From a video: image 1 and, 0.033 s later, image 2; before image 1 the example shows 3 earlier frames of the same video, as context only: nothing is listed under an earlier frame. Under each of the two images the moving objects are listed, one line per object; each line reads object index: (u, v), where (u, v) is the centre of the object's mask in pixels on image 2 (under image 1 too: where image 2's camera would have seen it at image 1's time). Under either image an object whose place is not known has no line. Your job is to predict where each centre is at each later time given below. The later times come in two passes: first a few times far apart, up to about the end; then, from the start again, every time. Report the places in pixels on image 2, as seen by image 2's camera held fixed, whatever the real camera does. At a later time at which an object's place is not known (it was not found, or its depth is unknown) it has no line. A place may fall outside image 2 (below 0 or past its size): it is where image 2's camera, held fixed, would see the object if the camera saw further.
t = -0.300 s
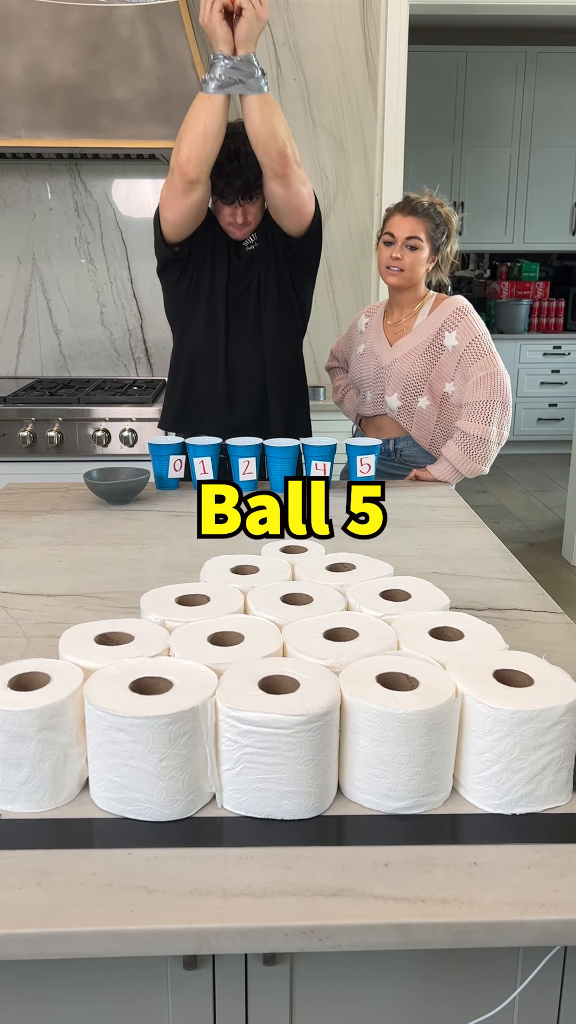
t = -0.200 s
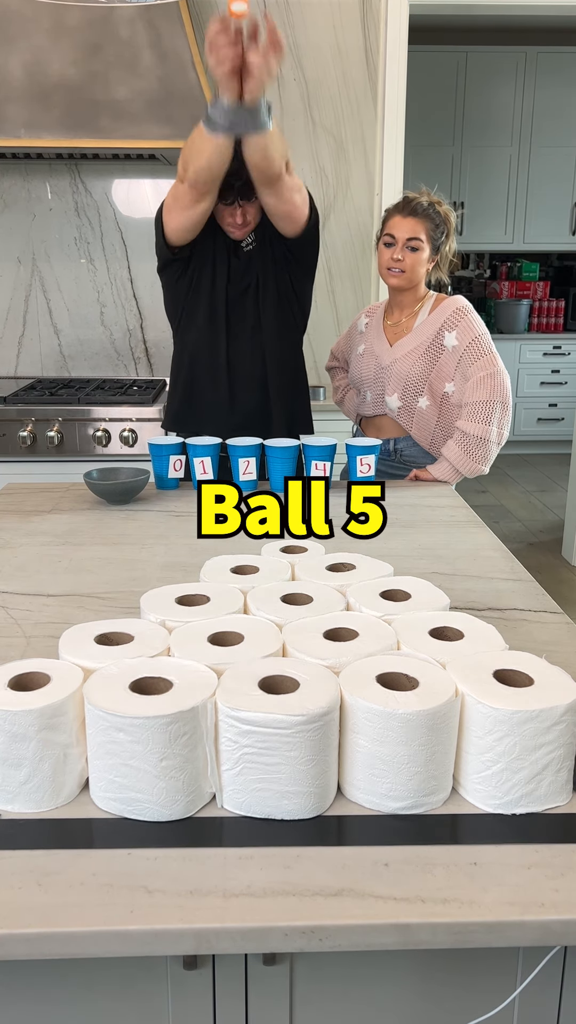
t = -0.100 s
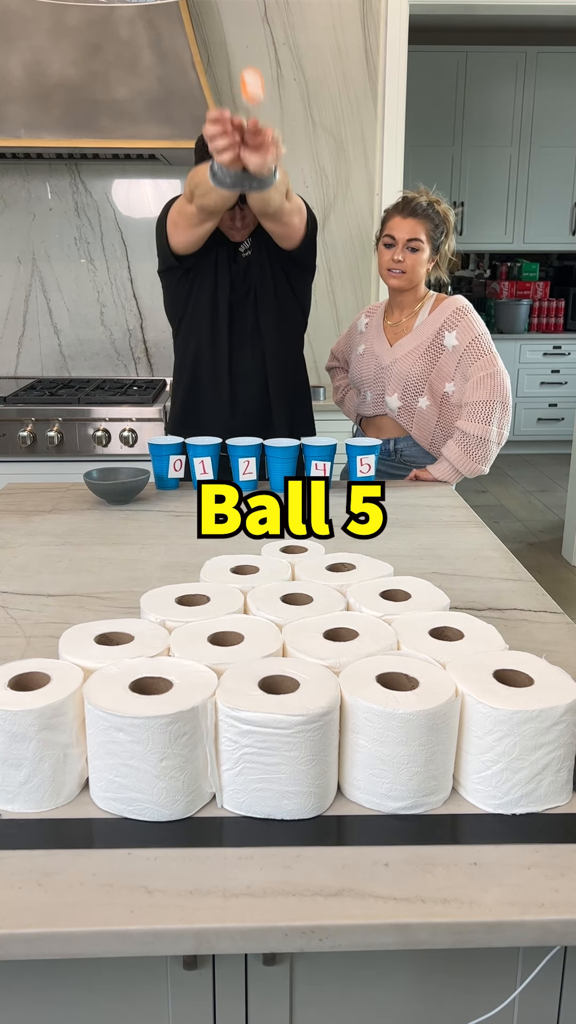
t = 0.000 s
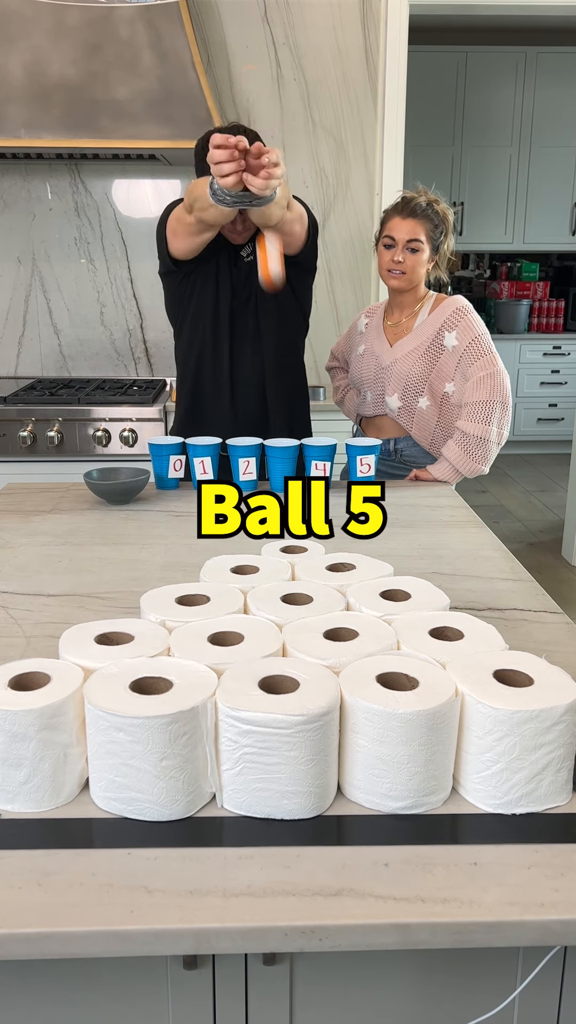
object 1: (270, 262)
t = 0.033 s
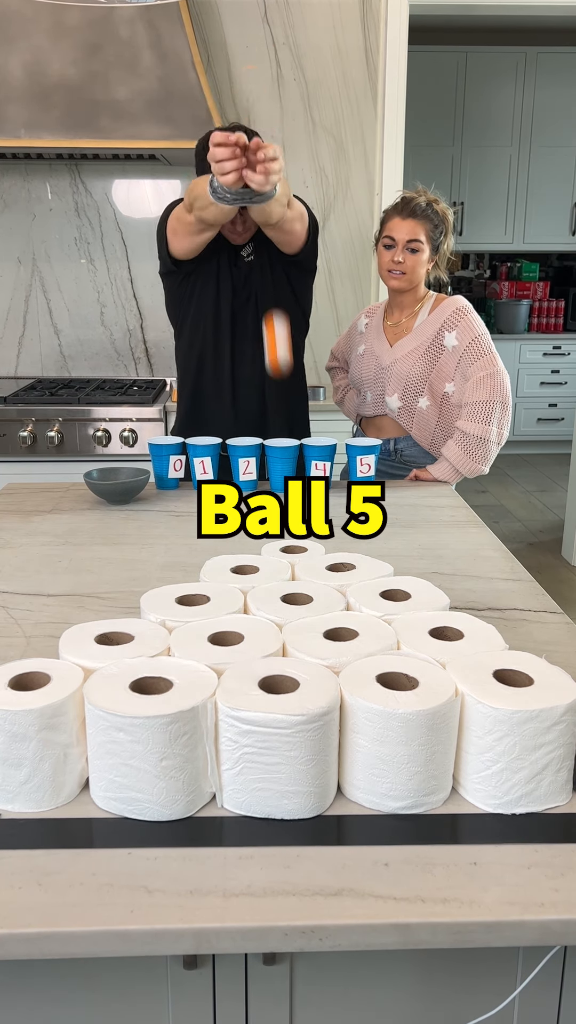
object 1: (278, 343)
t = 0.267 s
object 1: (357, 589)
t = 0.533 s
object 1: (488, 606)
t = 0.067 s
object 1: (285, 436)
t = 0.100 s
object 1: (290, 556)
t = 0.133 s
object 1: (305, 579)
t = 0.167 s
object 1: (318, 569)
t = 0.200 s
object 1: (332, 568)
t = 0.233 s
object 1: (344, 575)
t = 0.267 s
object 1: (357, 589)
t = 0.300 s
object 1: (375, 598)
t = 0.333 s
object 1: (389, 592)
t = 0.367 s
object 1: (407, 596)
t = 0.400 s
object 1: (425, 603)
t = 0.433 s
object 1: (441, 605)
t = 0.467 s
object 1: (456, 606)
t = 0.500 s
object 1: (472, 606)
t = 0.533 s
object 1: (488, 606)
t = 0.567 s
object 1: (505, 611)
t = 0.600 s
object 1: (521, 624)
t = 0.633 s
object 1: (536, 643)
